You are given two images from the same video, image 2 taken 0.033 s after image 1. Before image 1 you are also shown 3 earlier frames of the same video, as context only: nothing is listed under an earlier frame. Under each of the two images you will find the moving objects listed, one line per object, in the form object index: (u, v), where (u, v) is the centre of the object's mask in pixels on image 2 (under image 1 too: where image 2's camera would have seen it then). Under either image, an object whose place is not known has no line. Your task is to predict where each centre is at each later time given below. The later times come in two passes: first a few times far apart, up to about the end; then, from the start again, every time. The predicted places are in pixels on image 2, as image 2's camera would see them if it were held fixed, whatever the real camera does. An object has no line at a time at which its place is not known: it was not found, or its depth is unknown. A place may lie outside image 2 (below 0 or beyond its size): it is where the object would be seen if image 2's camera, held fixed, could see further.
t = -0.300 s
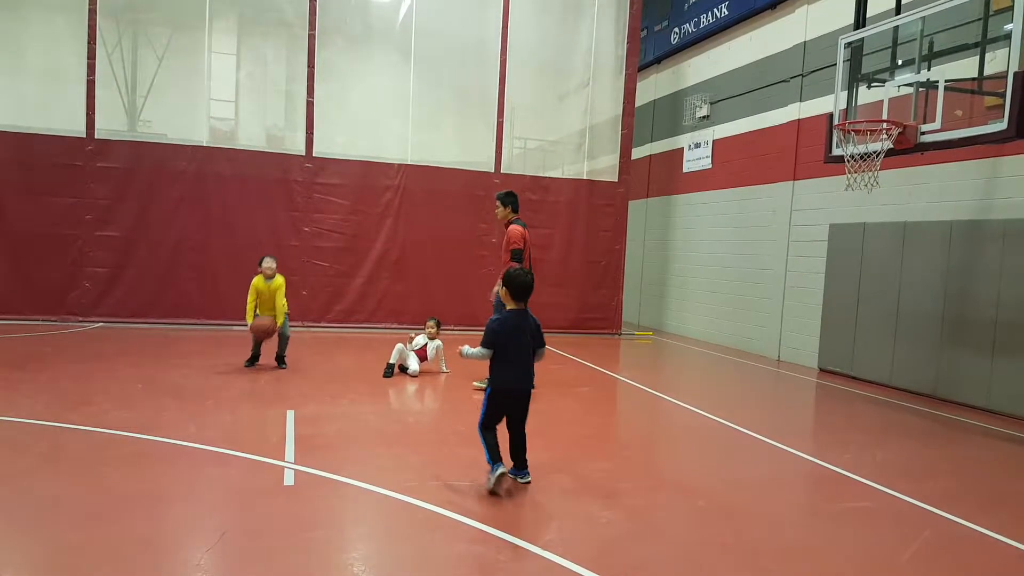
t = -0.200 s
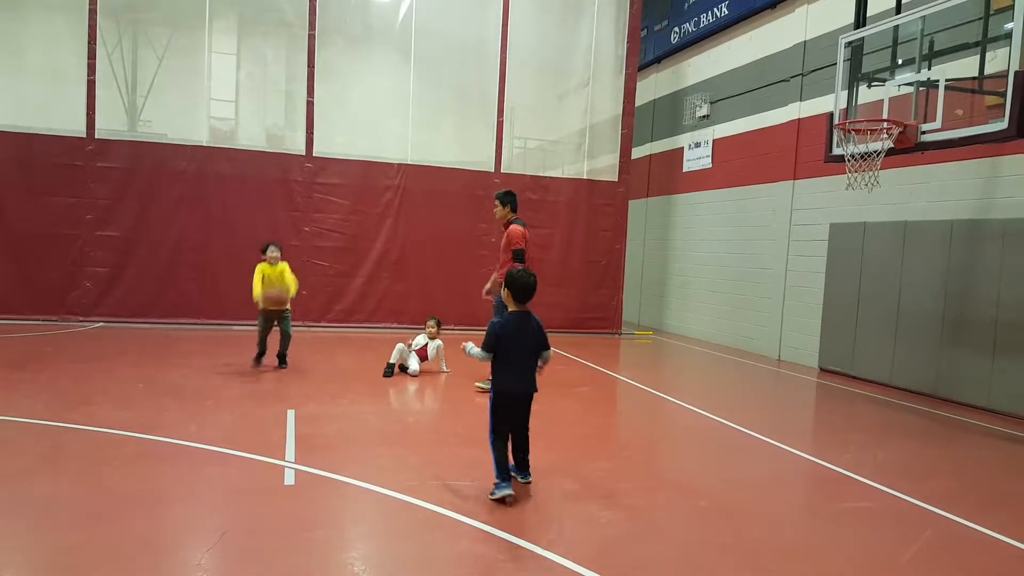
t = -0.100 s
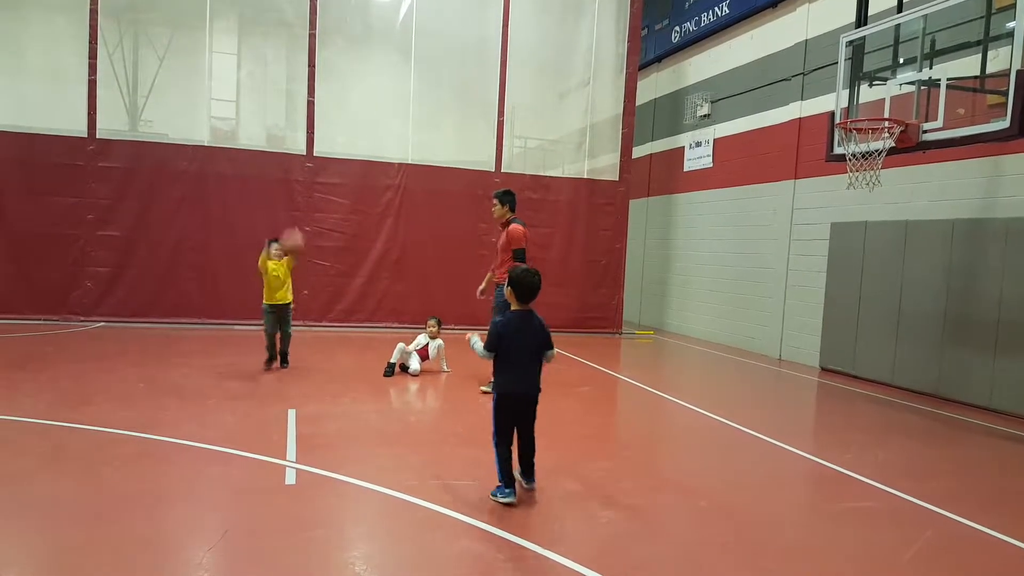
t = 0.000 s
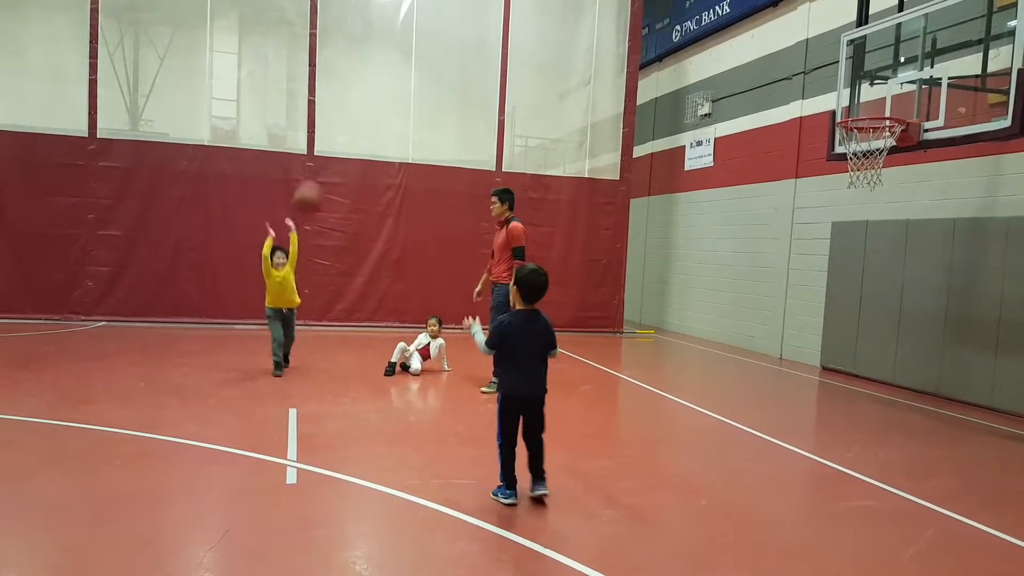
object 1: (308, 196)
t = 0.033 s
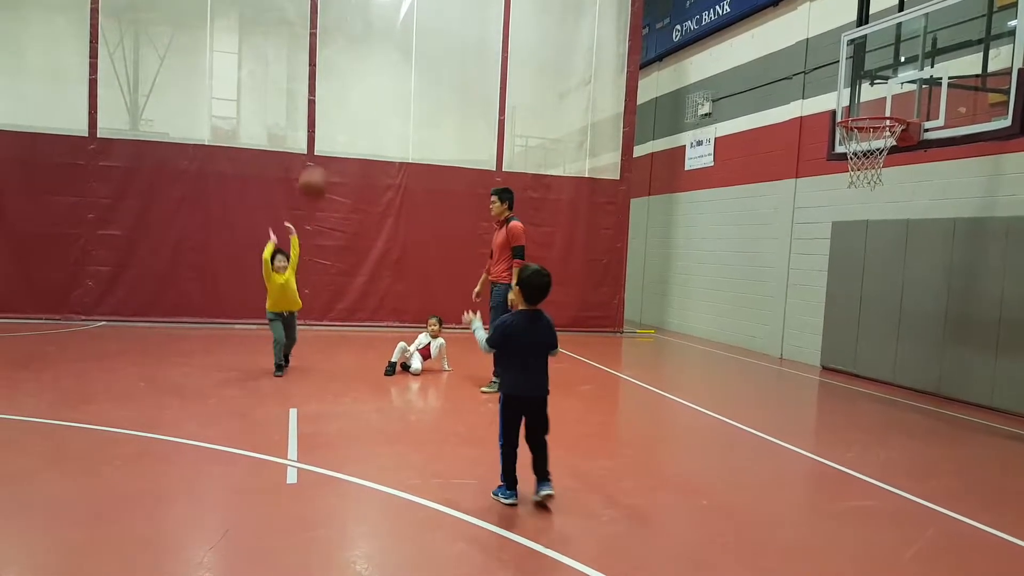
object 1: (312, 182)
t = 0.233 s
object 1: (347, 119)
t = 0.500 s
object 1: (397, 100)
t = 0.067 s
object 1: (319, 170)
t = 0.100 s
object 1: (324, 159)
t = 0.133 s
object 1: (330, 146)
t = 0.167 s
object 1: (336, 136)
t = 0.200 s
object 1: (341, 127)
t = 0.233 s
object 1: (347, 119)
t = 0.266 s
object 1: (352, 111)
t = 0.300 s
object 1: (358, 106)
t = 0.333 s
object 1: (364, 101)
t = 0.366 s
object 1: (371, 97)
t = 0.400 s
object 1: (377, 96)
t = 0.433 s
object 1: (384, 95)
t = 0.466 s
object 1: (390, 97)
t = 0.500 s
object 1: (397, 100)
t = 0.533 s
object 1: (404, 105)
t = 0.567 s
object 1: (412, 112)
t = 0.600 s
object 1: (419, 121)
